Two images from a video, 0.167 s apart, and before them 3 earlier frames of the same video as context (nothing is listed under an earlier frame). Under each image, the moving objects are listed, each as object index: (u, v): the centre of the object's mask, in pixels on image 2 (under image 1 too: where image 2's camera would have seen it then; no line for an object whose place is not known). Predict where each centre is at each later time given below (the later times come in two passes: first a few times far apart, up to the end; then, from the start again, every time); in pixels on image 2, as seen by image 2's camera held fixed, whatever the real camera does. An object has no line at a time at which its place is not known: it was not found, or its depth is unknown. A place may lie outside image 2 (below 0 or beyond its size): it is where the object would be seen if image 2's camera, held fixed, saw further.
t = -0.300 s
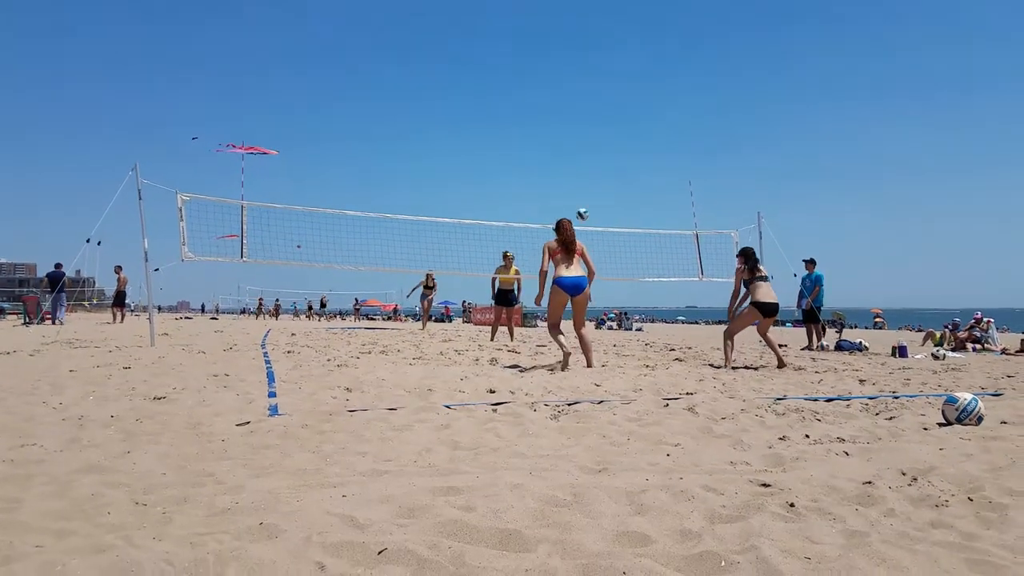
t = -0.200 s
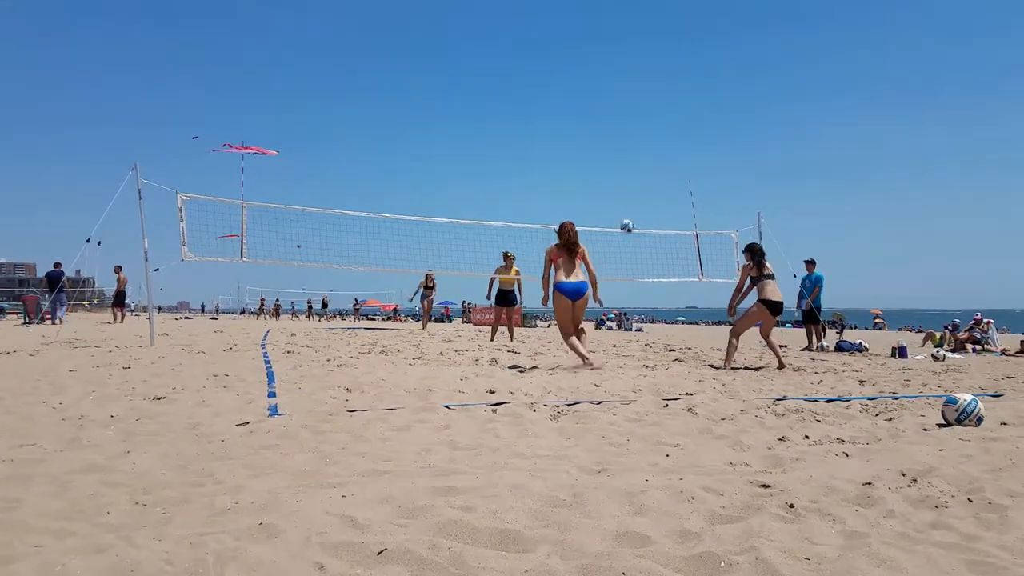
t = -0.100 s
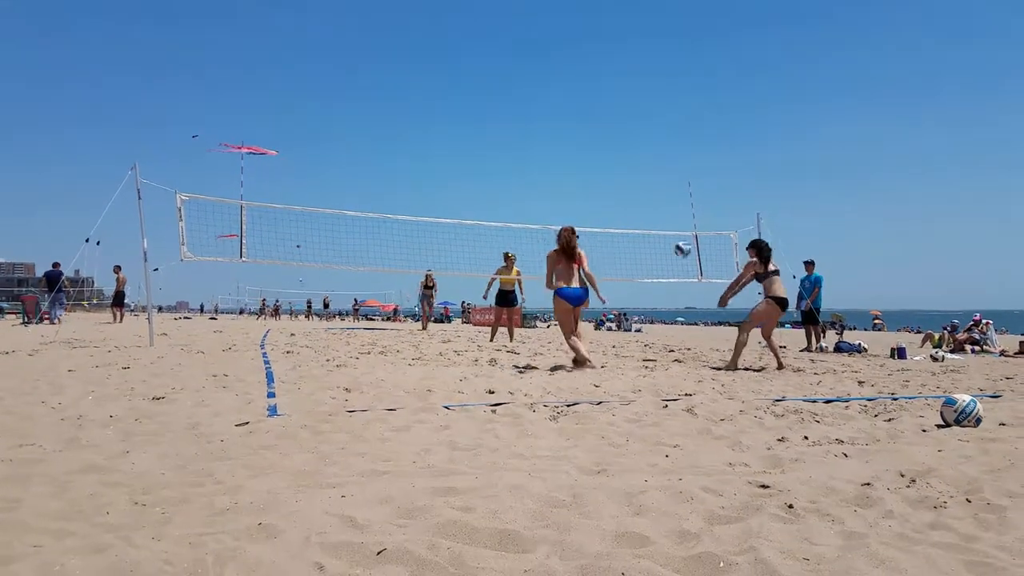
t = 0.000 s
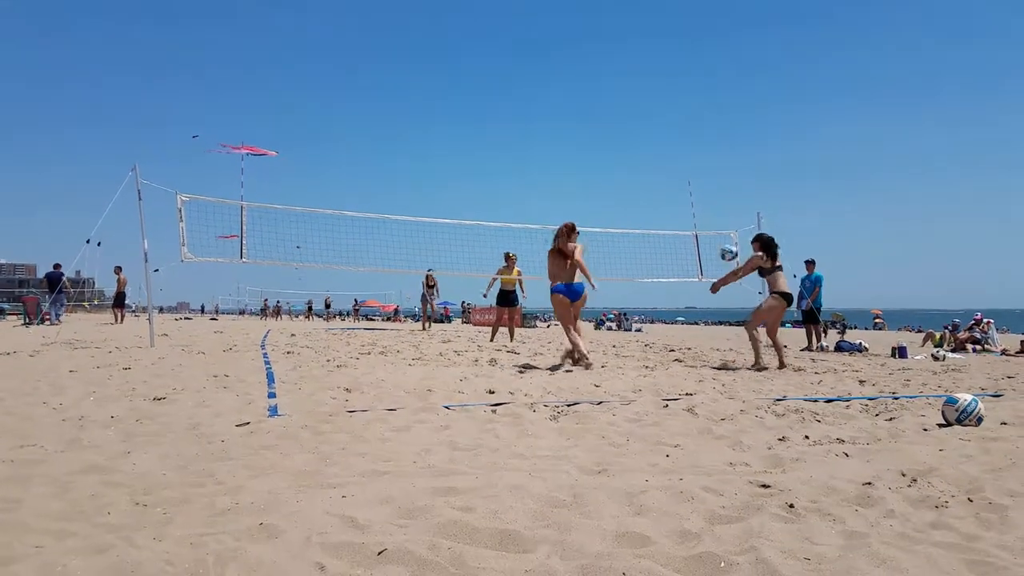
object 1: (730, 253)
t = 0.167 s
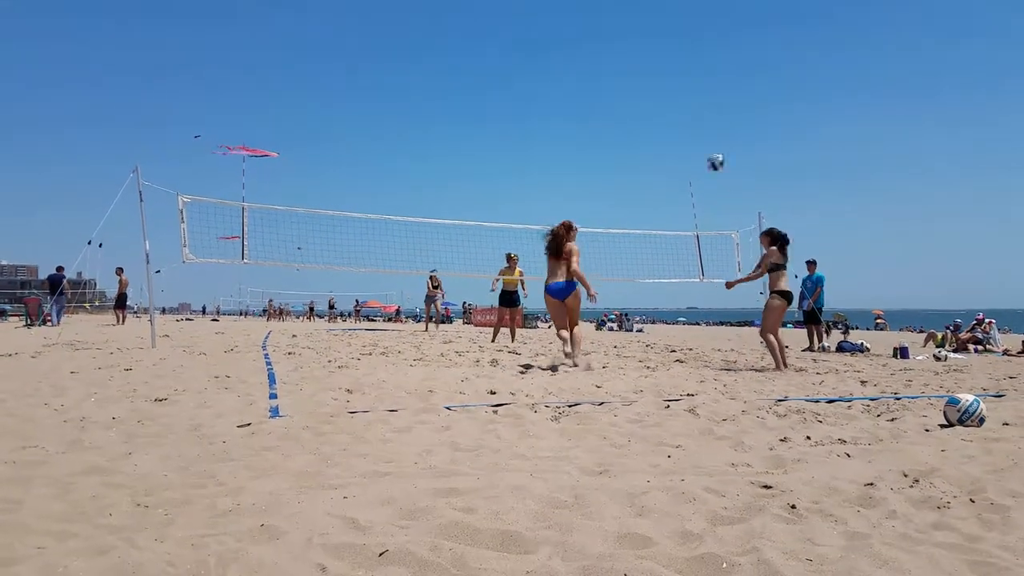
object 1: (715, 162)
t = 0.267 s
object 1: (708, 118)
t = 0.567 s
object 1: (686, 33)
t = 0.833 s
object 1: (667, 12)
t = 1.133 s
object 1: (644, 49)
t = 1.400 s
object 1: (619, 136)
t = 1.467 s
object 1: (613, 165)
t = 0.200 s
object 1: (713, 147)
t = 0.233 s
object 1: (710, 132)
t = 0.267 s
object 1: (708, 118)
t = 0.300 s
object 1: (706, 106)
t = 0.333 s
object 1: (703, 94)
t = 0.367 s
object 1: (701, 82)
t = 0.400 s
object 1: (699, 72)
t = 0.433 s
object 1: (696, 62)
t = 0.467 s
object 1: (694, 53)
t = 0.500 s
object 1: (690, 46)
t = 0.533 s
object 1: (688, 39)
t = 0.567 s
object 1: (686, 33)
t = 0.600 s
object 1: (684, 28)
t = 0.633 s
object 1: (681, 23)
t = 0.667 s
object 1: (679, 20)
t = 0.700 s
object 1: (676, 16)
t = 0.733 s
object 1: (674, 13)
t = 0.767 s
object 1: (672, 12)
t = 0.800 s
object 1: (669, 12)
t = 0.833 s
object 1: (667, 12)
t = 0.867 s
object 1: (664, 12)
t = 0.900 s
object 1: (661, 15)
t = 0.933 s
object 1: (659, 17)
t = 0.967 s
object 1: (657, 20)
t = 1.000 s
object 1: (654, 25)
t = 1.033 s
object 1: (652, 30)
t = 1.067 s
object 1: (648, 36)
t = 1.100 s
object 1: (647, 41)
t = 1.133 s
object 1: (644, 49)
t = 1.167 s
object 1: (640, 57)
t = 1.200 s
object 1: (638, 65)
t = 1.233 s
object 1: (634, 76)
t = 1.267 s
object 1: (632, 86)
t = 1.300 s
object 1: (629, 98)
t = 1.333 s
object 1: (626, 109)
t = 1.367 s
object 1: (622, 123)
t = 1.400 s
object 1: (619, 136)
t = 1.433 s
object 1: (616, 150)
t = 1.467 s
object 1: (613, 165)
